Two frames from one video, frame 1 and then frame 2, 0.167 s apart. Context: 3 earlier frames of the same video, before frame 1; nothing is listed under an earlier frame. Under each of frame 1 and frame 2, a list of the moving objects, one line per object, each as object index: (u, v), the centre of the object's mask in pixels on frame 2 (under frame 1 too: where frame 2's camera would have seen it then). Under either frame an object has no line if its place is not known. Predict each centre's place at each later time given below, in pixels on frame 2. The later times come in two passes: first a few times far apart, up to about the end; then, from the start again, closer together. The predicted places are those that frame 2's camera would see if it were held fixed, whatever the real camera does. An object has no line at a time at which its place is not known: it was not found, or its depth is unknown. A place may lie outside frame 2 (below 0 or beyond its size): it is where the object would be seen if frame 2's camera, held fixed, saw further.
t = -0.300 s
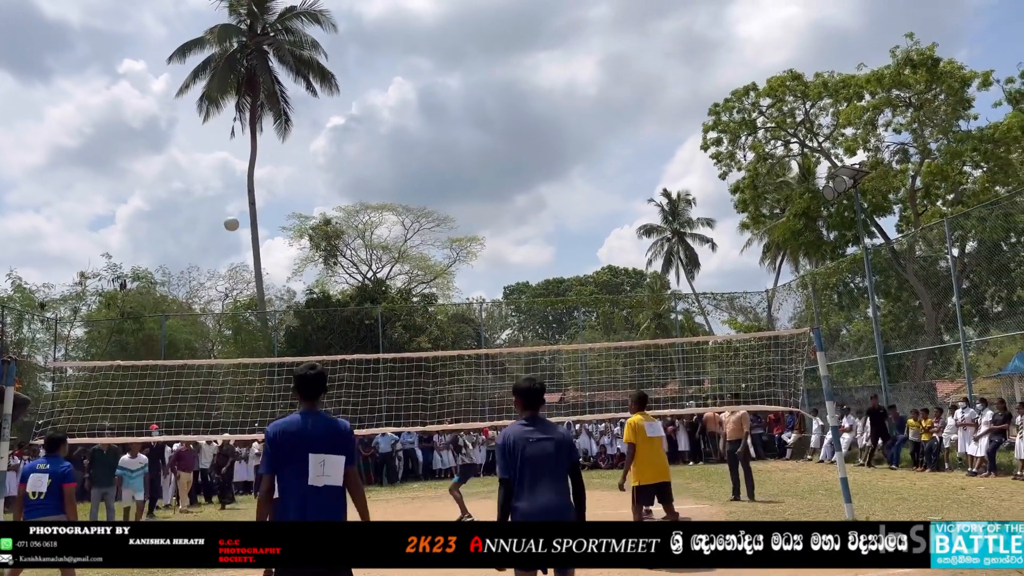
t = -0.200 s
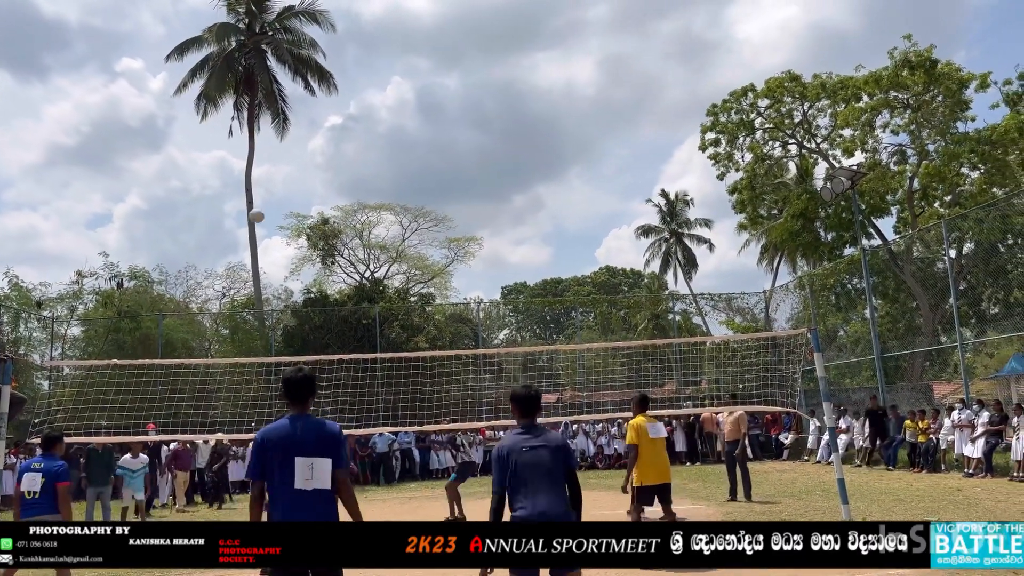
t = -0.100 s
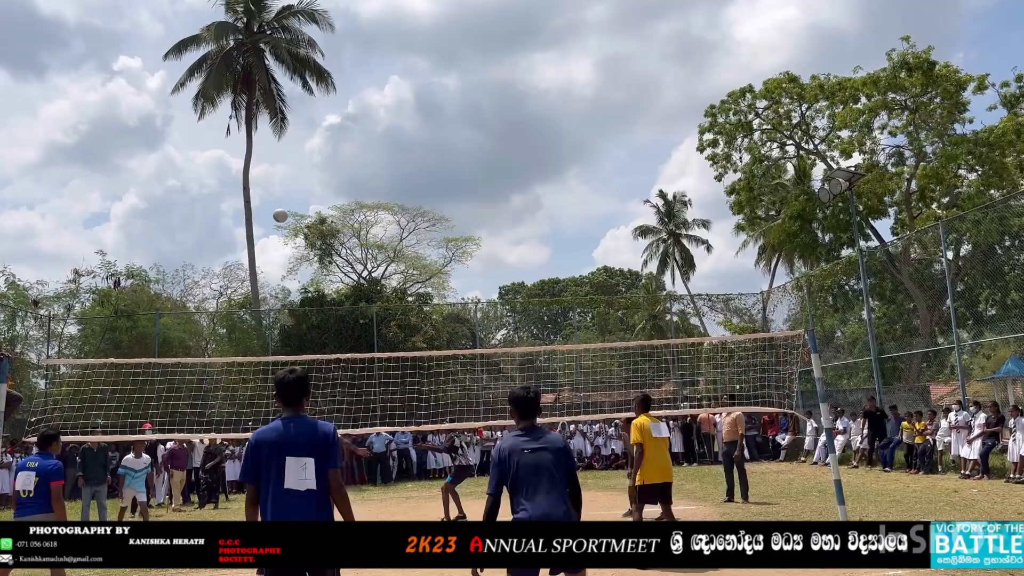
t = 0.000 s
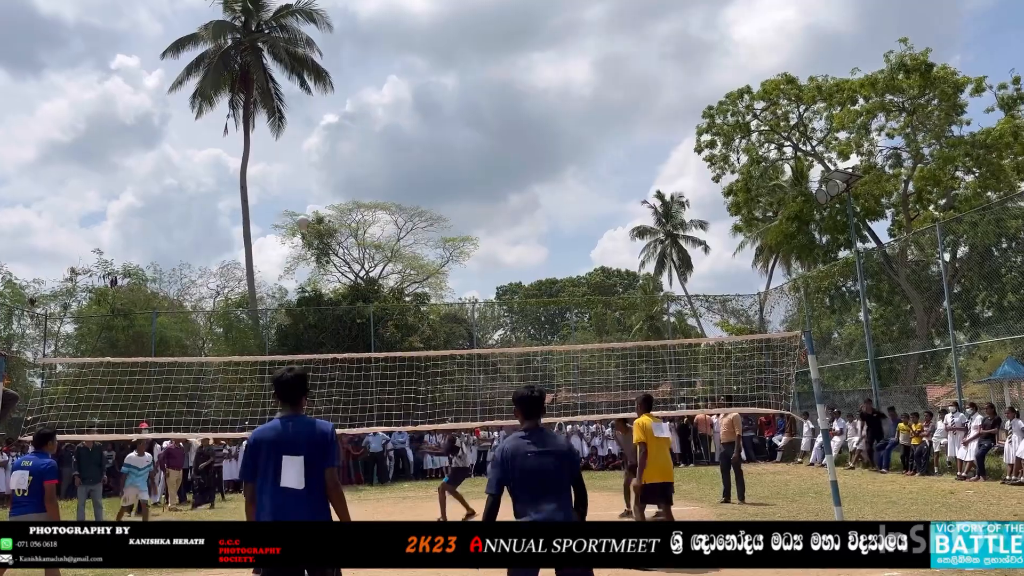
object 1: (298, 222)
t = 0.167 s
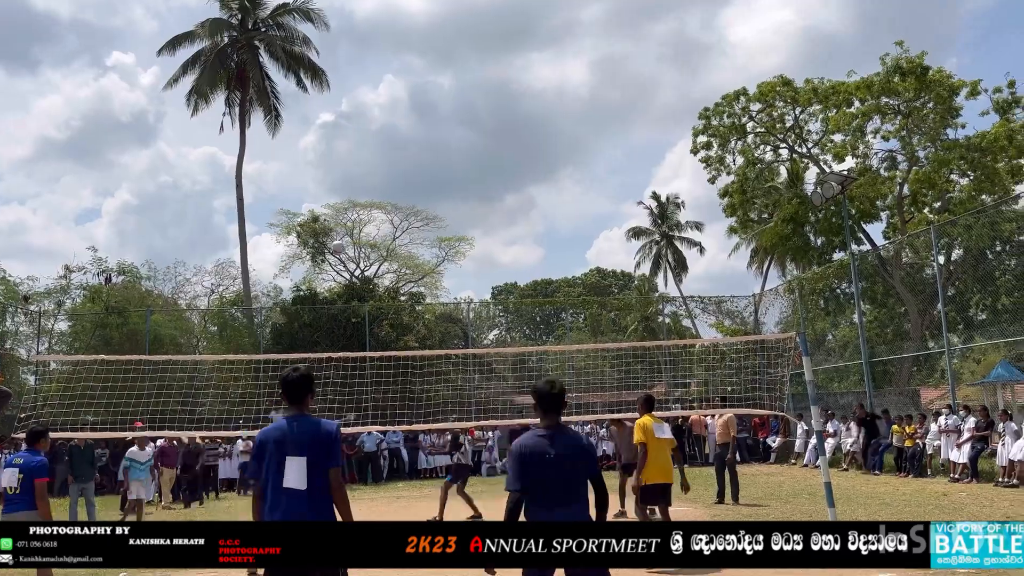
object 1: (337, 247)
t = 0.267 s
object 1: (358, 272)
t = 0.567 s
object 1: (418, 380)
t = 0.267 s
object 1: (358, 272)
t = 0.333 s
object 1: (374, 292)
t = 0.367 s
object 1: (380, 302)
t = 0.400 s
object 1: (386, 314)
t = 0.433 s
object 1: (393, 326)
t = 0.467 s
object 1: (400, 338)
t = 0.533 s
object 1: (412, 366)
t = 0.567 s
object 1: (418, 380)
